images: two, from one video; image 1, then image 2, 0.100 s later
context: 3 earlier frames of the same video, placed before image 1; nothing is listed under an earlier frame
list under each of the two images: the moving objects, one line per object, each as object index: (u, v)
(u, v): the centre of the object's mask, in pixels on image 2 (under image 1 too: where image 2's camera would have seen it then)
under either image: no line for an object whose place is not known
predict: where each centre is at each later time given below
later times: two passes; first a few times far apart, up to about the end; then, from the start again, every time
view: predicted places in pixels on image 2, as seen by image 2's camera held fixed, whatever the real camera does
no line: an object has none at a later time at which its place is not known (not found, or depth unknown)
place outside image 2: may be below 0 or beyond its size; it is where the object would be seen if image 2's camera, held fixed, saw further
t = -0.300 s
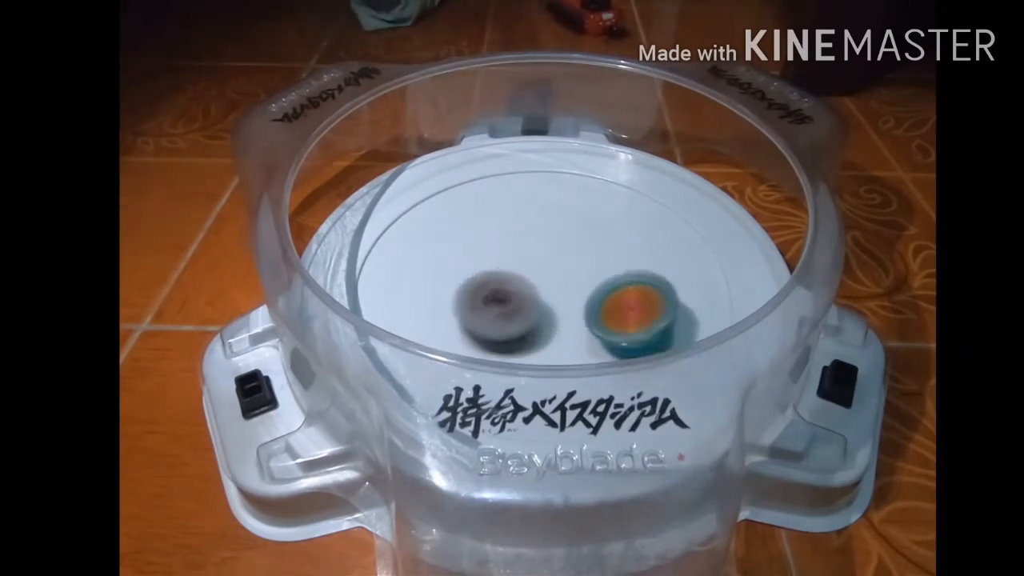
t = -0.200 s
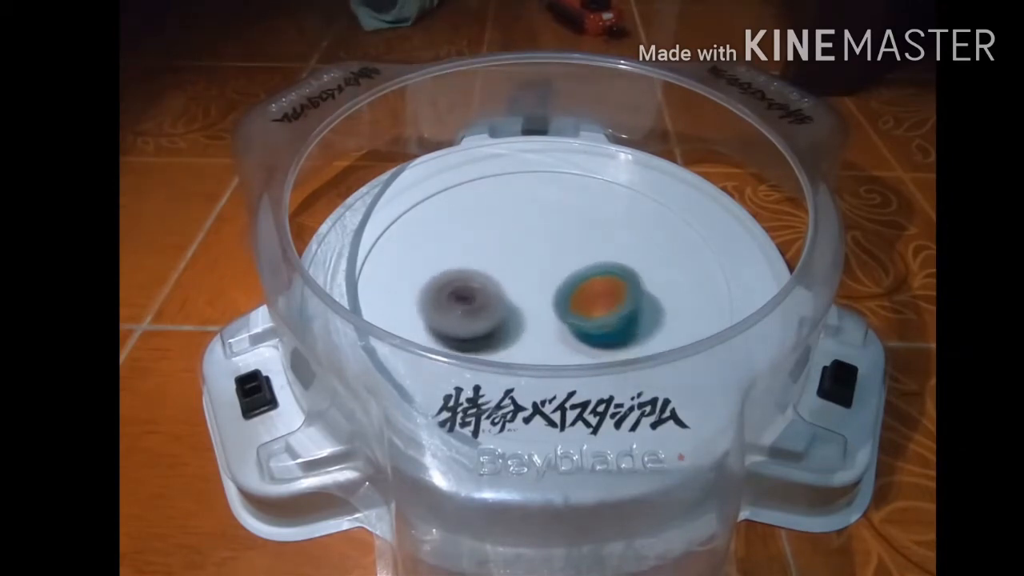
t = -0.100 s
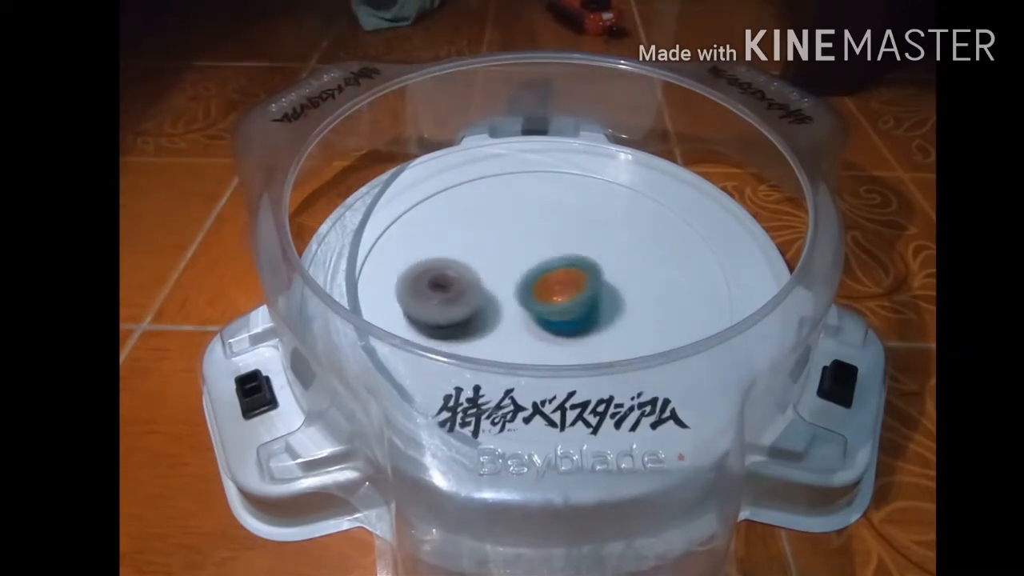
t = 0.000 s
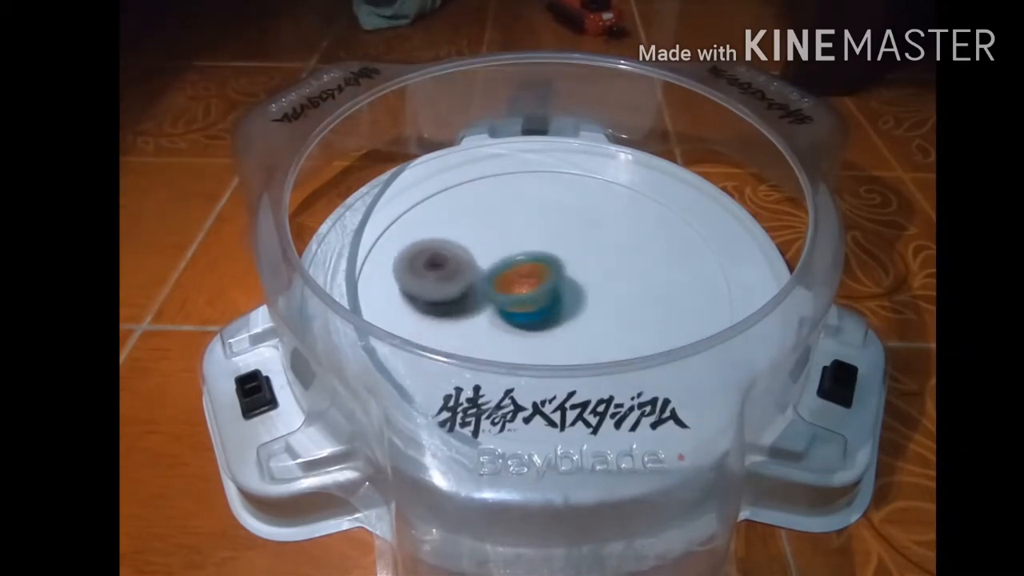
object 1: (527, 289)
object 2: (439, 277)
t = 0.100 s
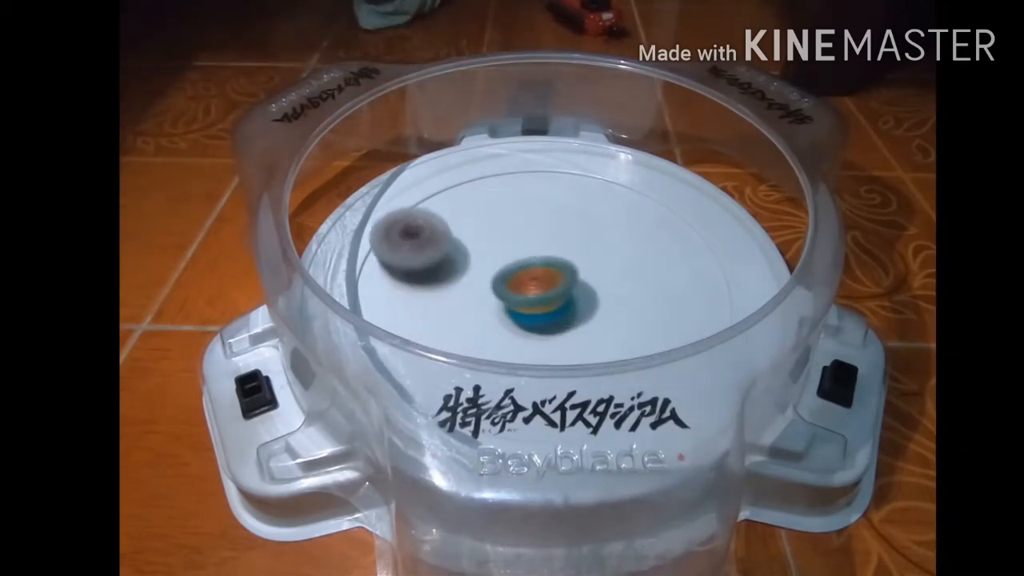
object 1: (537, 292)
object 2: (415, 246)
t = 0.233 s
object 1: (547, 298)
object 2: (433, 226)
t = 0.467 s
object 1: (519, 299)
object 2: (521, 236)
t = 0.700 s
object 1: (492, 324)
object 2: (590, 235)
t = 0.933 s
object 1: (485, 295)
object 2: (629, 279)
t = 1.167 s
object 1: (489, 258)
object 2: (586, 326)
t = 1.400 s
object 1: (509, 240)
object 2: (501, 317)
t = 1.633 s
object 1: (555, 216)
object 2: (460, 279)
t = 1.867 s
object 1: (576, 210)
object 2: (489, 260)
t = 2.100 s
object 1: (609, 229)
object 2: (509, 294)
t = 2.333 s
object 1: (611, 267)
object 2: (489, 322)
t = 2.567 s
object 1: (578, 309)
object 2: (489, 313)
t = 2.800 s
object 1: (583, 330)
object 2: (488, 277)
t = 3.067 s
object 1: (532, 329)
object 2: (560, 260)
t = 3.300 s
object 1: (483, 304)
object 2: (608, 289)
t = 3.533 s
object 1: (462, 270)
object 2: (574, 320)
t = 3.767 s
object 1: (470, 237)
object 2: (526, 300)
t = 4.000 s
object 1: (483, 207)
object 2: (544, 298)
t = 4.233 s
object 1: (538, 225)
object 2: (560, 296)
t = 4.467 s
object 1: (589, 213)
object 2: (556, 341)
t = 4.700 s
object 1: (618, 260)
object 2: (538, 340)
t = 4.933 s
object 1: (657, 300)
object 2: (489, 302)
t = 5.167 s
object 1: (649, 318)
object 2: (482, 262)
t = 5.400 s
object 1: (548, 328)
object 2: (531, 237)
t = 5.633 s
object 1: (450, 311)
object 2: (589, 239)
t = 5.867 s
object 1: (424, 278)
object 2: (614, 271)
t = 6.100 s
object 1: (475, 246)
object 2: (575, 307)
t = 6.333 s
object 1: (550, 222)
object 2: (516, 306)
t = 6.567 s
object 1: (603, 216)
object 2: (490, 278)
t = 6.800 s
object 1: (622, 254)
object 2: (516, 261)
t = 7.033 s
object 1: (613, 317)
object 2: (547, 267)
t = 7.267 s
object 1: (587, 343)
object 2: (553, 278)
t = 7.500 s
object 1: (517, 339)
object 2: (544, 280)
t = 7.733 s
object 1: (453, 311)
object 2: (551, 250)
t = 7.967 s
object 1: (457, 254)
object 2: (568, 248)
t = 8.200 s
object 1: (511, 216)
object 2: (552, 274)
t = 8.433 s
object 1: (580, 222)
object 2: (517, 290)
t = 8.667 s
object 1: (630, 260)
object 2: (492, 289)
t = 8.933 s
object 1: (616, 323)
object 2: (518, 282)
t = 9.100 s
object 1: (564, 339)
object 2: (544, 285)
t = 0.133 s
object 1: (541, 293)
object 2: (416, 238)
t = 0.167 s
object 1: (546, 296)
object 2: (420, 234)
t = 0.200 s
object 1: (548, 298)
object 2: (427, 230)
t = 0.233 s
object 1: (547, 298)
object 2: (433, 226)
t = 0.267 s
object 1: (546, 300)
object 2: (447, 225)
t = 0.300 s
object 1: (543, 300)
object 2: (459, 224)
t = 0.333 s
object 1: (539, 301)
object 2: (468, 223)
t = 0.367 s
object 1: (535, 302)
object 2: (482, 226)
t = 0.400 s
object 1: (530, 302)
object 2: (498, 231)
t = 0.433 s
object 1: (525, 301)
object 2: (508, 233)
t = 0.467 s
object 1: (519, 299)
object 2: (521, 236)
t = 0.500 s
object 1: (512, 309)
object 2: (536, 234)
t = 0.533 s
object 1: (507, 317)
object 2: (547, 229)
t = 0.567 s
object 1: (502, 323)
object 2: (558, 227)
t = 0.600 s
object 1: (499, 325)
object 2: (567, 227)
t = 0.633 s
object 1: (496, 326)
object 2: (574, 229)
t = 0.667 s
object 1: (494, 325)
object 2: (582, 231)
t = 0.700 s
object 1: (492, 324)
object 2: (590, 235)
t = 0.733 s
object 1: (490, 323)
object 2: (598, 239)
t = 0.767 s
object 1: (488, 320)
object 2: (605, 243)
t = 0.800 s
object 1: (486, 317)
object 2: (613, 249)
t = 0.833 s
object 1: (486, 313)
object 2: (619, 255)
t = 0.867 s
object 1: (485, 307)
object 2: (625, 263)
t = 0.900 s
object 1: (485, 301)
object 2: (628, 271)
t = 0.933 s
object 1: (485, 295)
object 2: (629, 279)
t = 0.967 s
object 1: (486, 290)
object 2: (629, 287)
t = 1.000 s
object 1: (485, 283)
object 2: (628, 295)
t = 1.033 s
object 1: (486, 277)
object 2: (624, 304)
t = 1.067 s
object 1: (486, 272)
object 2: (616, 310)
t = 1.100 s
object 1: (486, 266)
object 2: (610, 318)
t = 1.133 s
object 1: (487, 262)
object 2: (598, 322)
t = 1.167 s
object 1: (489, 258)
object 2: (586, 326)
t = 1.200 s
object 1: (490, 254)
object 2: (574, 329)
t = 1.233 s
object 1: (493, 250)
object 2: (560, 330)
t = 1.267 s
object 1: (495, 248)
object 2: (547, 330)
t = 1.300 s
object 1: (498, 245)
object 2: (534, 328)
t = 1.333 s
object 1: (501, 243)
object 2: (521, 326)
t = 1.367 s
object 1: (505, 242)
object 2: (510, 322)
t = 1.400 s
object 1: (509, 240)
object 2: (501, 317)
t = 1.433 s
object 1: (513, 239)
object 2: (492, 309)
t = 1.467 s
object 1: (518, 238)
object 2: (484, 301)
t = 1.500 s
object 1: (523, 237)
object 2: (477, 291)
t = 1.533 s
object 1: (531, 235)
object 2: (476, 287)
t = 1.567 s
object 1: (540, 228)
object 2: (468, 286)
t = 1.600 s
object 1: (548, 221)
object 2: (464, 283)
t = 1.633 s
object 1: (555, 216)
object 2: (460, 279)
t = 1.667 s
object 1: (561, 211)
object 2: (459, 275)
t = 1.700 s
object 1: (566, 208)
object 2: (460, 271)
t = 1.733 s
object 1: (570, 206)
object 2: (463, 267)
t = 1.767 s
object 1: (572, 205)
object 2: (468, 264)
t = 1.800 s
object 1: (574, 205)
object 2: (474, 262)
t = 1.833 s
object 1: (575, 207)
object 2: (481, 261)
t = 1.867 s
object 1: (576, 210)
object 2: (489, 260)
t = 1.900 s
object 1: (577, 215)
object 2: (499, 260)
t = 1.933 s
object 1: (577, 220)
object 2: (509, 262)
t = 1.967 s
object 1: (580, 222)
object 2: (514, 266)
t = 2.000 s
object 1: (589, 223)
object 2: (511, 274)
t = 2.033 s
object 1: (598, 225)
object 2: (510, 280)
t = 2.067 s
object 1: (604, 226)
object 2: (509, 287)
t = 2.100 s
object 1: (609, 229)
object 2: (509, 294)
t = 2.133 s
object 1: (612, 232)
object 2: (507, 300)
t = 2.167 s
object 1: (615, 236)
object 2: (505, 306)
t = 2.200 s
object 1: (616, 241)
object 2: (503, 311)
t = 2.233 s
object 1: (617, 247)
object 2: (500, 315)
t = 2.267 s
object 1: (616, 253)
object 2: (496, 319)
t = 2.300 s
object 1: (614, 259)
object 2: (493, 321)
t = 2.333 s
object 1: (611, 267)
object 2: (489, 322)
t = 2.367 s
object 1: (606, 273)
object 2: (484, 321)
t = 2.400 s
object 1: (601, 279)
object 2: (484, 322)
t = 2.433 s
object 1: (596, 286)
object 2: (480, 321)
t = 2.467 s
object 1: (591, 292)
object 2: (482, 321)
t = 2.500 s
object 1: (587, 298)
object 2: (480, 318)
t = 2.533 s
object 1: (582, 304)
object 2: (483, 316)
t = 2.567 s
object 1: (578, 309)
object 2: (489, 313)
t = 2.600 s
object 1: (578, 313)
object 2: (488, 308)
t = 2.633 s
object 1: (584, 318)
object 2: (484, 303)
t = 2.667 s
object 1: (587, 321)
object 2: (479, 297)
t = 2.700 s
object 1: (588, 324)
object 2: (481, 293)
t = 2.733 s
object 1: (587, 326)
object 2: (482, 288)
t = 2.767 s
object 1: (586, 329)
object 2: (484, 283)
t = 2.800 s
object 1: (583, 330)
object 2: (488, 277)
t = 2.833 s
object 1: (578, 331)
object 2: (494, 273)
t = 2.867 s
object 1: (573, 333)
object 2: (501, 268)
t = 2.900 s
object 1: (567, 333)
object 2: (509, 265)
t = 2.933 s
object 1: (560, 333)
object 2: (518, 261)
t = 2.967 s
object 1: (554, 332)
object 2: (529, 260)
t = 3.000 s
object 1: (547, 332)
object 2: (539, 259)
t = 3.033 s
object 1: (539, 330)
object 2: (548, 258)
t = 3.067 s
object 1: (532, 329)
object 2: (560, 260)
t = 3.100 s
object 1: (523, 327)
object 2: (570, 262)
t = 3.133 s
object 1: (517, 324)
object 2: (580, 264)
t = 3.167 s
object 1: (509, 321)
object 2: (586, 267)
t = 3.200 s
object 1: (502, 318)
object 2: (597, 272)
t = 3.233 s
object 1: (494, 314)
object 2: (603, 277)
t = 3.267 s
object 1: (488, 309)
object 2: (608, 283)
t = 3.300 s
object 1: (483, 304)
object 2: (608, 289)
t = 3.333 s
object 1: (479, 300)
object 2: (608, 295)
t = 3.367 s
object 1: (475, 295)
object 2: (606, 301)
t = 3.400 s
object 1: (471, 290)
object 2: (603, 306)
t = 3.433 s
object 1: (468, 285)
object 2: (598, 311)
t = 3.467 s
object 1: (465, 280)
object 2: (592, 315)
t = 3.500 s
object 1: (463, 275)
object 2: (585, 318)
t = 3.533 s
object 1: (462, 270)
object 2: (574, 320)
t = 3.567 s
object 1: (462, 266)
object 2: (563, 320)
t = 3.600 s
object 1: (462, 261)
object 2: (553, 318)
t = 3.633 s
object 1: (464, 257)
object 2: (545, 316)
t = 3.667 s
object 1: (466, 254)
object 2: (536, 311)
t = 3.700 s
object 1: (467, 249)
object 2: (528, 305)
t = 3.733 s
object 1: (469, 245)
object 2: (523, 299)
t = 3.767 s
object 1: (470, 237)
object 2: (526, 300)
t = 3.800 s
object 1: (467, 227)
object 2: (529, 301)
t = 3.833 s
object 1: (467, 220)
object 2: (532, 301)
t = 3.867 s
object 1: (468, 214)
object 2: (534, 301)
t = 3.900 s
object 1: (471, 210)
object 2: (536, 300)
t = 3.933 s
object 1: (474, 207)
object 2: (539, 299)
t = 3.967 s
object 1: (478, 207)
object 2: (541, 298)
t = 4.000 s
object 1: (483, 207)
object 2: (544, 298)
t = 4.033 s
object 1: (489, 208)
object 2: (545, 297)
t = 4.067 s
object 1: (496, 211)
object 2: (547, 296)
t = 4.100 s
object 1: (503, 214)
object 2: (549, 295)
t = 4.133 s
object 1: (511, 218)
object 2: (550, 293)
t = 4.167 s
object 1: (521, 222)
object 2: (553, 292)
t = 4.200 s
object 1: (530, 225)
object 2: (554, 291)
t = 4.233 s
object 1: (538, 225)
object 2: (560, 296)
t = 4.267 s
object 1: (545, 217)
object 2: (564, 310)
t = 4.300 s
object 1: (551, 211)
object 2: (567, 322)
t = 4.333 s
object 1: (559, 209)
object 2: (566, 329)
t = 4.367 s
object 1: (566, 207)
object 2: (566, 335)
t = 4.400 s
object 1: (574, 208)
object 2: (561, 337)
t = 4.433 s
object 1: (582, 210)
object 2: (558, 339)
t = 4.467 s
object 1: (589, 213)
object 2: (556, 341)
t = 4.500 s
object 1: (596, 217)
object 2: (554, 342)
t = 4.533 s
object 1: (602, 222)
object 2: (551, 343)
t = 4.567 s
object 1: (607, 228)
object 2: (549, 343)
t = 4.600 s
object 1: (611, 235)
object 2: (547, 344)
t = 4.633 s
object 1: (614, 243)
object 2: (541, 342)
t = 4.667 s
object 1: (617, 251)
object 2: (539, 341)
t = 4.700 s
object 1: (618, 260)
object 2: (538, 340)
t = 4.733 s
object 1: (618, 267)
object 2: (535, 337)
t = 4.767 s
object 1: (617, 275)
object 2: (533, 333)
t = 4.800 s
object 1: (616, 284)
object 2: (534, 328)
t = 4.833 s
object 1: (615, 291)
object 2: (538, 323)
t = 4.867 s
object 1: (621, 296)
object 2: (529, 317)
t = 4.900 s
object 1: (643, 298)
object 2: (507, 310)
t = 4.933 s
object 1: (657, 300)
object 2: (489, 302)
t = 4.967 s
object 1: (667, 302)
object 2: (476, 294)
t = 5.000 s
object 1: (671, 304)
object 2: (469, 286)
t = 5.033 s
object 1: (672, 306)
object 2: (467, 279)
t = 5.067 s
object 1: (670, 309)
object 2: (470, 275)
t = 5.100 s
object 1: (666, 311)
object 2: (473, 270)
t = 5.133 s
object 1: (659, 315)
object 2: (478, 267)
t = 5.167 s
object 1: (649, 318)
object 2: (482, 262)
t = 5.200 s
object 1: (638, 321)
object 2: (488, 257)
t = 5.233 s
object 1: (624, 323)
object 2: (494, 253)
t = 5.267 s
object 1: (610, 325)
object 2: (501, 249)
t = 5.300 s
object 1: (596, 326)
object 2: (508, 245)
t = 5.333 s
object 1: (579, 327)
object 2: (515, 241)
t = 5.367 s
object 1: (563, 328)
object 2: (523, 238)
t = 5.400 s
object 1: (548, 328)
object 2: (531, 237)
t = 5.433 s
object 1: (532, 327)
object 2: (539, 236)
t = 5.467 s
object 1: (517, 325)
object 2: (547, 234)
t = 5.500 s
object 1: (502, 323)
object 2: (557, 233)
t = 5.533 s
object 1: (486, 319)
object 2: (565, 233)
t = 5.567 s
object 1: (475, 318)
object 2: (571, 233)
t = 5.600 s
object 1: (461, 314)
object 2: (582, 236)
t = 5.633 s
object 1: (450, 311)
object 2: (589, 239)
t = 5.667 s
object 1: (441, 305)
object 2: (594, 242)
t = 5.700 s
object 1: (433, 301)
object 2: (597, 245)
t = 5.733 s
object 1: (427, 296)
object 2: (602, 249)
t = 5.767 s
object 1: (423, 292)
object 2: (607, 253)
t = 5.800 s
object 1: (422, 288)
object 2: (610, 259)
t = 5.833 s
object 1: (422, 283)
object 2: (613, 265)
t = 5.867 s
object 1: (424, 278)
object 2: (614, 271)
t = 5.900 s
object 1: (427, 274)
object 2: (612, 278)
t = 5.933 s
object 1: (433, 269)
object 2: (609, 284)
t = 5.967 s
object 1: (439, 265)
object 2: (605, 290)
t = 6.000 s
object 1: (447, 260)
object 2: (598, 295)
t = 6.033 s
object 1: (455, 256)
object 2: (591, 300)
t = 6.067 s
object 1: (465, 251)
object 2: (584, 304)
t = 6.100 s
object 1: (475, 246)
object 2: (575, 307)
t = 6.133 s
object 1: (486, 243)
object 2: (566, 310)
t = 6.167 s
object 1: (497, 239)
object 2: (559, 312)
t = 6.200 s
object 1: (508, 235)
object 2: (548, 312)
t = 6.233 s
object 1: (519, 231)
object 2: (541, 313)
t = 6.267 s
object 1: (530, 228)
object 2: (532, 311)
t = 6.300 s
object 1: (541, 225)
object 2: (524, 309)
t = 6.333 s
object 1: (550, 222)
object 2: (516, 306)
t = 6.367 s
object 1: (560, 219)
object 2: (509, 302)
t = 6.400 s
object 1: (569, 216)
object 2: (502, 299)
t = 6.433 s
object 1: (577, 215)
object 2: (497, 295)
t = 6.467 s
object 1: (584, 214)
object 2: (493, 290)
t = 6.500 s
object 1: (591, 214)
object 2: (491, 286)
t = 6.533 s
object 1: (597, 215)
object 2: (489, 282)
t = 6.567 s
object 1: (603, 216)
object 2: (490, 278)
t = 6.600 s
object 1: (607, 218)
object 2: (491, 274)
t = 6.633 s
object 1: (612, 222)
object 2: (493, 271)
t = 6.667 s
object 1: (615, 226)
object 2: (497, 268)
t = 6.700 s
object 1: (618, 232)
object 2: (501, 265)
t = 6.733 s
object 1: (620, 239)
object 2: (505, 263)
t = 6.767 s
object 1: (621, 246)
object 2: (510, 262)
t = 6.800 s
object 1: (622, 254)
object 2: (516, 261)
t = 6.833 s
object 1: (620, 262)
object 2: (522, 261)
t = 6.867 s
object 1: (620, 272)
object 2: (527, 261)
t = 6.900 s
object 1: (618, 280)
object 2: (533, 262)
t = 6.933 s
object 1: (616, 290)
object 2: (538, 264)
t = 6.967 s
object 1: (613, 298)
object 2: (542, 264)
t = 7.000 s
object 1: (612, 307)
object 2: (545, 265)
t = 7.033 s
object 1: (613, 317)
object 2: (547, 267)
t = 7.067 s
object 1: (613, 324)
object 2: (547, 267)
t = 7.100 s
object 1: (612, 328)
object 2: (548, 268)
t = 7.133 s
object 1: (609, 333)
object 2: (551, 270)
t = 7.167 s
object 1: (606, 336)
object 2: (552, 272)
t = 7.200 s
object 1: (600, 339)
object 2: (553, 274)
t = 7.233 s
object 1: (595, 340)
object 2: (553, 276)
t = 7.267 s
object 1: (587, 343)
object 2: (553, 278)
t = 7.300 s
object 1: (578, 344)
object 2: (552, 281)
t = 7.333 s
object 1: (570, 344)
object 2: (551, 283)
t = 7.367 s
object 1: (559, 344)
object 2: (548, 283)
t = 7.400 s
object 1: (549, 343)
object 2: (546, 285)
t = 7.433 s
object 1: (537, 341)
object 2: (544, 285)
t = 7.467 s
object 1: (528, 339)
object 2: (543, 283)
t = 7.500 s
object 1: (517, 339)
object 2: (544, 280)
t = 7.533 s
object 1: (505, 337)
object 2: (544, 275)
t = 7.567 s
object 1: (494, 334)
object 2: (544, 270)
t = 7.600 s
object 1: (483, 331)
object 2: (544, 265)
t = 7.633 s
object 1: (473, 327)
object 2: (545, 260)
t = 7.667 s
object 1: (466, 323)
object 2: (547, 256)
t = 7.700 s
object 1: (458, 317)
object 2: (549, 253)
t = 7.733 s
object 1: (453, 311)
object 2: (551, 250)
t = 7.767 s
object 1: (448, 303)
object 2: (551, 246)
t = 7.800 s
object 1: (449, 296)
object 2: (553, 244)
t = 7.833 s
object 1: (446, 286)
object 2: (558, 244)
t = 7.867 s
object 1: (447, 278)
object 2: (559, 243)
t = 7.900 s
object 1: (449, 269)
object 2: (563, 244)
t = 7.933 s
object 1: (453, 261)
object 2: (564, 245)
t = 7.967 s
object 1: (457, 254)
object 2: (568, 248)
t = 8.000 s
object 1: (463, 247)
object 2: (569, 251)
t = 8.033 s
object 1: (470, 240)
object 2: (570, 255)
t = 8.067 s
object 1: (477, 234)
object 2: (568, 259)
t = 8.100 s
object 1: (485, 228)
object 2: (564, 262)
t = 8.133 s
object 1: (492, 223)
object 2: (560, 267)
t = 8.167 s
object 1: (501, 219)
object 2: (556, 271)
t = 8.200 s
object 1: (511, 216)
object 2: (552, 274)
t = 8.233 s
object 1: (522, 213)
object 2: (549, 278)
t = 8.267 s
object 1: (532, 212)
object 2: (544, 281)
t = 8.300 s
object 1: (543, 213)
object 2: (538, 284)
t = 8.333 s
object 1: (551, 214)
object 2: (533, 286)
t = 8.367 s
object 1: (561, 217)
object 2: (527, 288)
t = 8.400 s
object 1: (571, 220)
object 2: (522, 289)
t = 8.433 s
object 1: (580, 222)
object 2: (517, 290)
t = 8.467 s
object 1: (589, 225)
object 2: (512, 291)
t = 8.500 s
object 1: (597, 229)
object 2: (507, 292)
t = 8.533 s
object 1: (605, 233)
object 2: (503, 292)
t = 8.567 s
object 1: (613, 239)
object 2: (499, 292)
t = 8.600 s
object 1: (620, 246)
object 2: (496, 291)
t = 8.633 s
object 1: (625, 252)
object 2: (493, 290)
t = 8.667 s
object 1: (630, 260)
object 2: (492, 289)
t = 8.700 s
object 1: (633, 269)
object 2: (489, 287)
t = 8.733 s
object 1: (635, 277)
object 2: (490, 285)
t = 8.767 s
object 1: (635, 285)
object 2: (495, 284)
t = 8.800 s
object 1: (634, 293)
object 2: (499, 283)
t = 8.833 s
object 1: (632, 301)
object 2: (503, 282)
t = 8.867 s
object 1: (628, 310)
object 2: (508, 282)
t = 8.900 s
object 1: (623, 317)
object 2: (514, 283)
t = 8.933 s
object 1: (616, 323)
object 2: (518, 282)
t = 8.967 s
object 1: (608, 328)
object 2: (526, 284)
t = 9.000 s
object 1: (599, 331)
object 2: (530, 285)
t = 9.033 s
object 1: (588, 335)
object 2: (535, 285)
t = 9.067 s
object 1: (576, 337)
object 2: (539, 285)
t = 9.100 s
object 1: (564, 339)
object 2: (544, 285)
